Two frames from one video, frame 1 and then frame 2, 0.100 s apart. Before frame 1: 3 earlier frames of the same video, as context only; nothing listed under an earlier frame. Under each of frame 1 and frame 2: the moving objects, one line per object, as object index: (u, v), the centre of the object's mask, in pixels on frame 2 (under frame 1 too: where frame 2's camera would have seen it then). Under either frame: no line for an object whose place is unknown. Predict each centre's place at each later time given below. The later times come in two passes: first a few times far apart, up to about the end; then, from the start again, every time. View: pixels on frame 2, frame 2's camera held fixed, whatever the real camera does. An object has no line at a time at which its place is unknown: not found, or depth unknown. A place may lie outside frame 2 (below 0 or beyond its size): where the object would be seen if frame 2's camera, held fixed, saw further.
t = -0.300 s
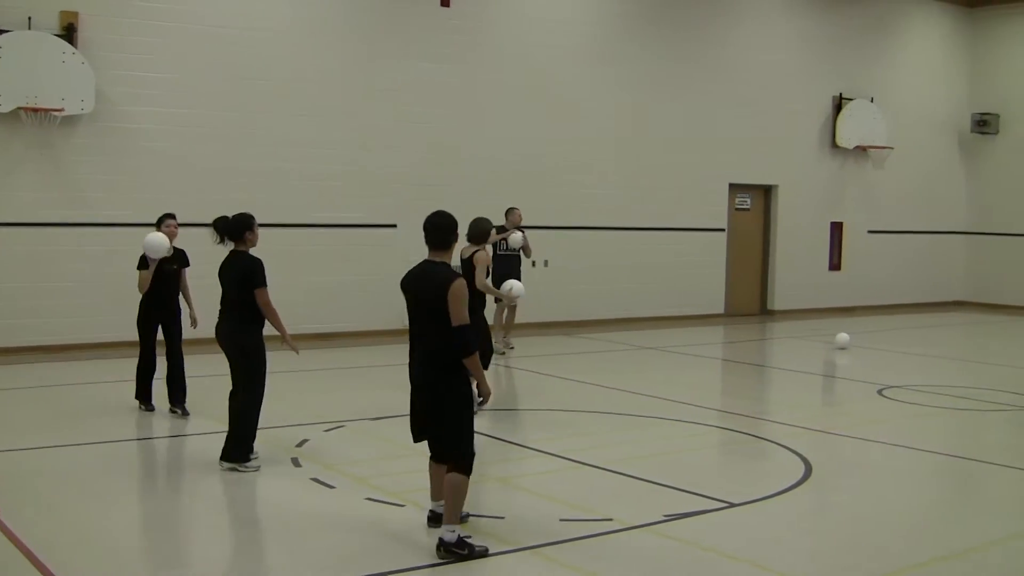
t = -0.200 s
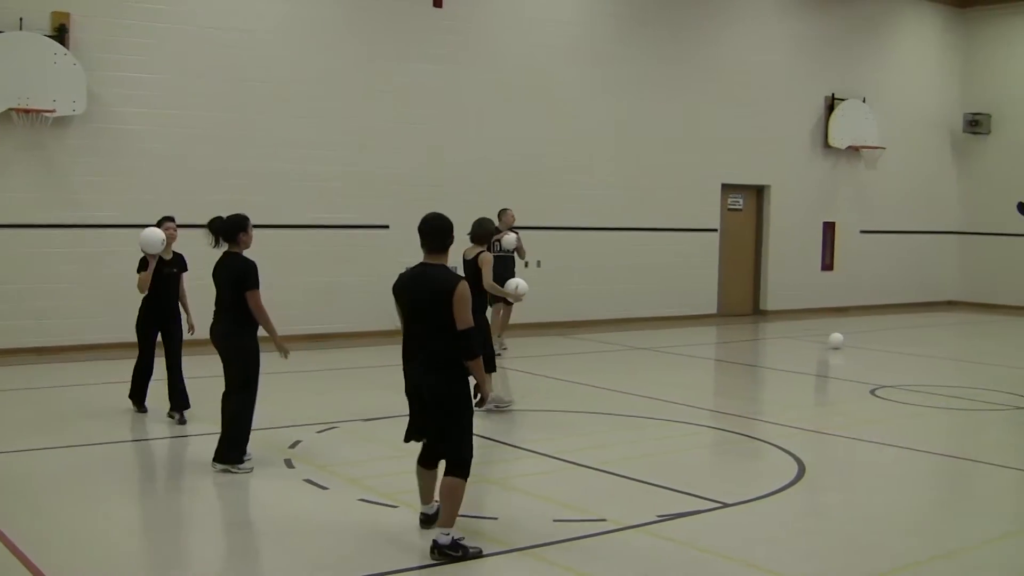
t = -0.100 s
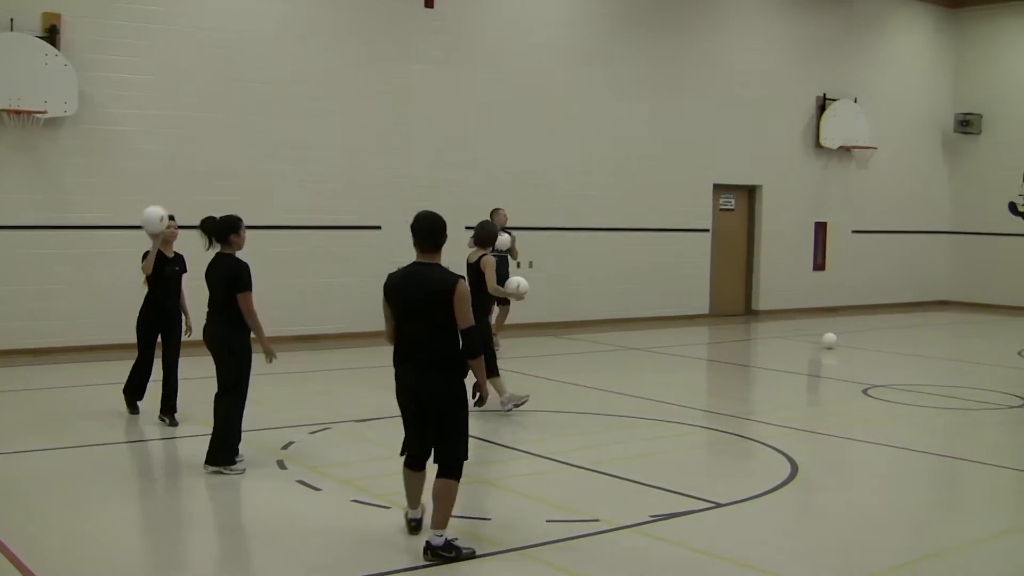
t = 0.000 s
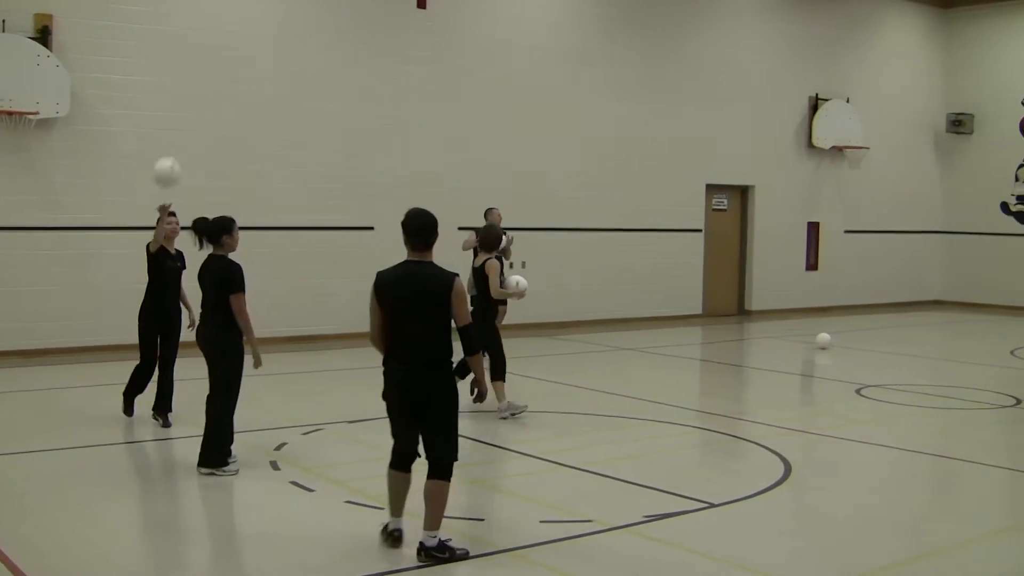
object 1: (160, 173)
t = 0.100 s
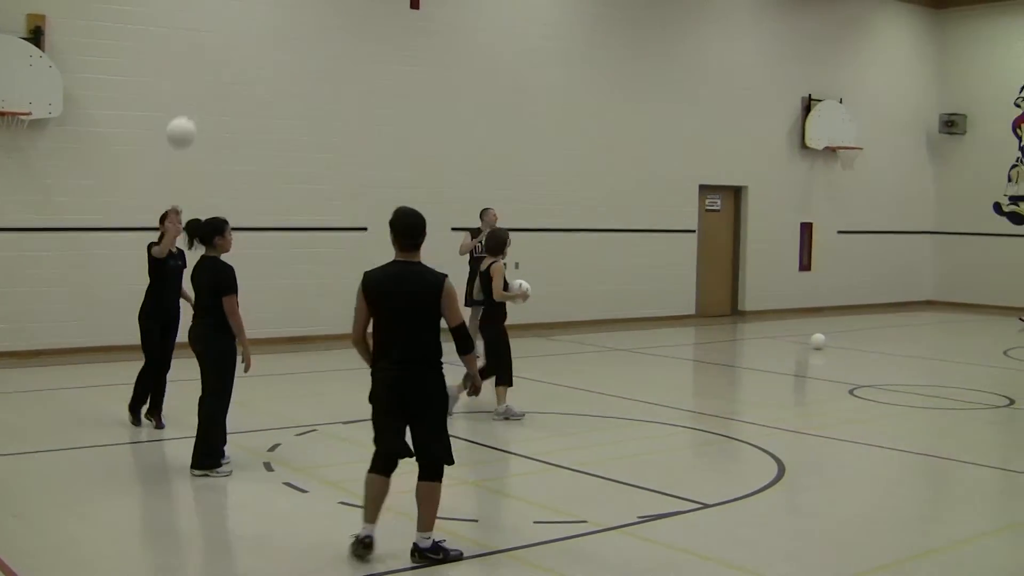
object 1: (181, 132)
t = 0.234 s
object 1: (213, 97)
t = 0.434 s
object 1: (267, 89)
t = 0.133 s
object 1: (189, 121)
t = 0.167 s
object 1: (197, 112)
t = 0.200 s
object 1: (205, 103)
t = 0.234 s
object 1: (213, 97)
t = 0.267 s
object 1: (222, 91)
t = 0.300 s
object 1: (230, 88)
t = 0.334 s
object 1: (239, 85)
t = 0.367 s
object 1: (248, 84)
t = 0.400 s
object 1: (257, 86)
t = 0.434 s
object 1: (267, 89)
